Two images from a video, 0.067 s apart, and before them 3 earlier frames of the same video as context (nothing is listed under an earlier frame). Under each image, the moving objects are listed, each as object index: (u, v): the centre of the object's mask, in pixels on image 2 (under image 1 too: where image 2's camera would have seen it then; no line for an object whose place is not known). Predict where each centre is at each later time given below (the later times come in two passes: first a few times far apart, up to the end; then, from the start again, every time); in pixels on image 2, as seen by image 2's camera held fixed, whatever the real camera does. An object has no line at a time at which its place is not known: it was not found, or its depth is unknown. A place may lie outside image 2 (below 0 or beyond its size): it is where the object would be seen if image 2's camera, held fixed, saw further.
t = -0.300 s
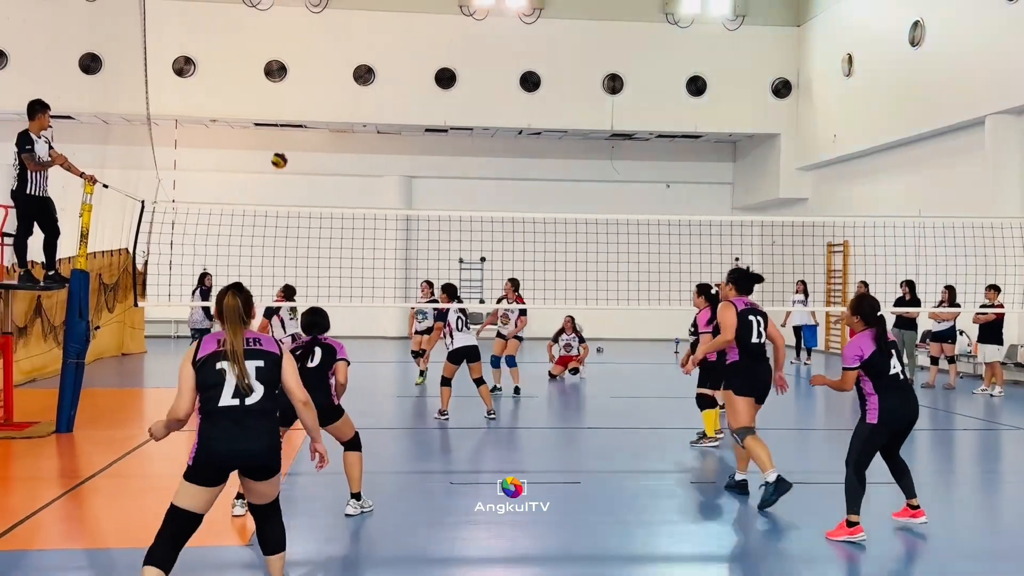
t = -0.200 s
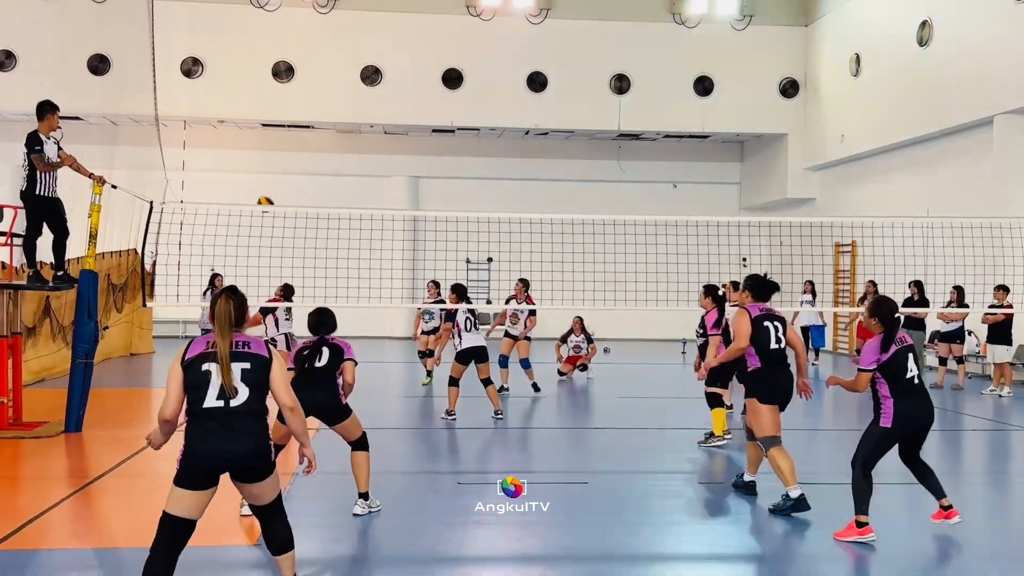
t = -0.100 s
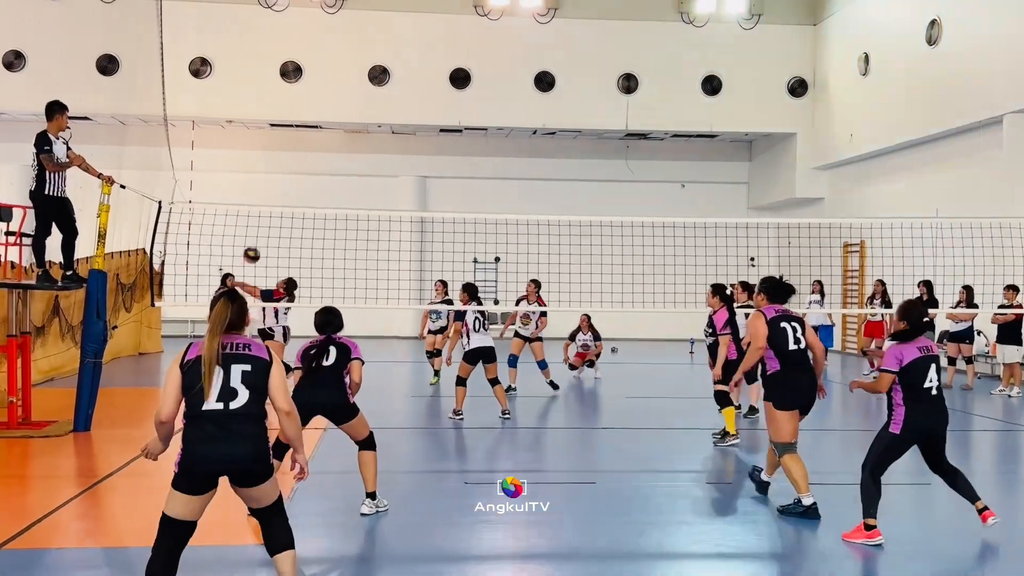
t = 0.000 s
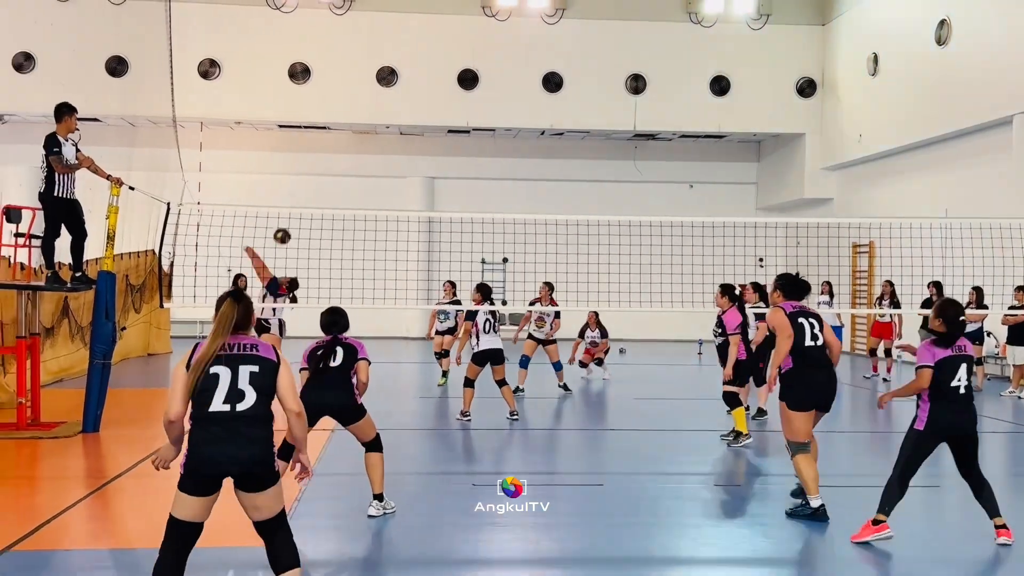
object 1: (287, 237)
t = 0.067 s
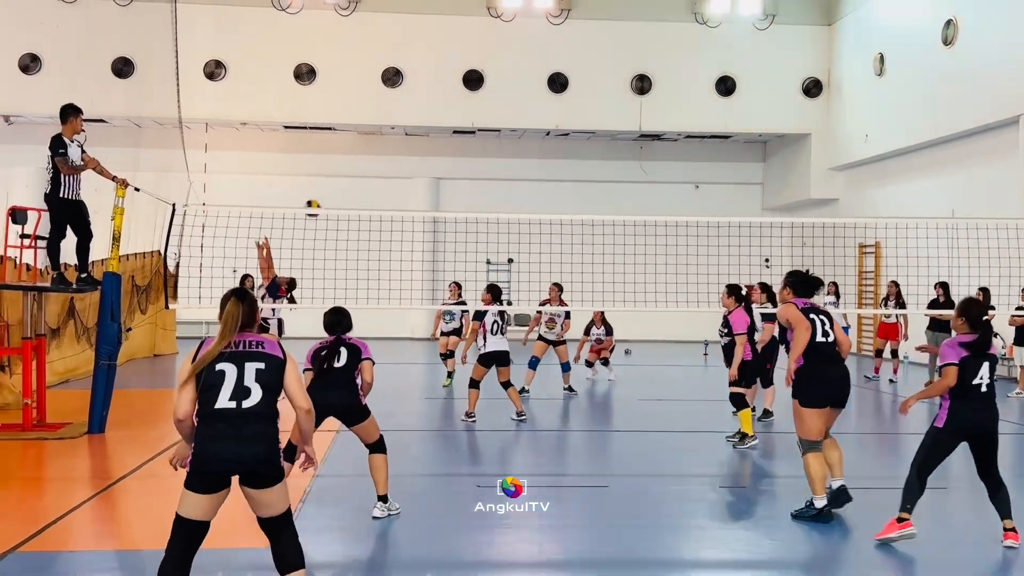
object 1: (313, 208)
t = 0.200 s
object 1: (365, 161)
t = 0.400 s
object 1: (452, 114)
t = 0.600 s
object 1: (548, 101)
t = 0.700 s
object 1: (601, 110)
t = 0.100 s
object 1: (325, 196)
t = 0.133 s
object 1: (338, 184)
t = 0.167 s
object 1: (352, 172)
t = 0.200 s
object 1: (365, 161)
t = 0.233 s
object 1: (379, 152)
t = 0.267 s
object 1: (393, 143)
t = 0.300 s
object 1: (408, 134)
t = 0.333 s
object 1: (422, 126)
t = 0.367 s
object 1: (436, 120)
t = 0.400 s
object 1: (452, 114)
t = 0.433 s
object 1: (467, 109)
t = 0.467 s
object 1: (483, 106)
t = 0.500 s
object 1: (499, 104)
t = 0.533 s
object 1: (515, 102)
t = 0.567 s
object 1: (532, 101)
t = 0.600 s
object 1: (548, 101)
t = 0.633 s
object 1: (566, 103)
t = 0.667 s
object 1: (583, 106)
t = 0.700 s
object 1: (601, 110)
